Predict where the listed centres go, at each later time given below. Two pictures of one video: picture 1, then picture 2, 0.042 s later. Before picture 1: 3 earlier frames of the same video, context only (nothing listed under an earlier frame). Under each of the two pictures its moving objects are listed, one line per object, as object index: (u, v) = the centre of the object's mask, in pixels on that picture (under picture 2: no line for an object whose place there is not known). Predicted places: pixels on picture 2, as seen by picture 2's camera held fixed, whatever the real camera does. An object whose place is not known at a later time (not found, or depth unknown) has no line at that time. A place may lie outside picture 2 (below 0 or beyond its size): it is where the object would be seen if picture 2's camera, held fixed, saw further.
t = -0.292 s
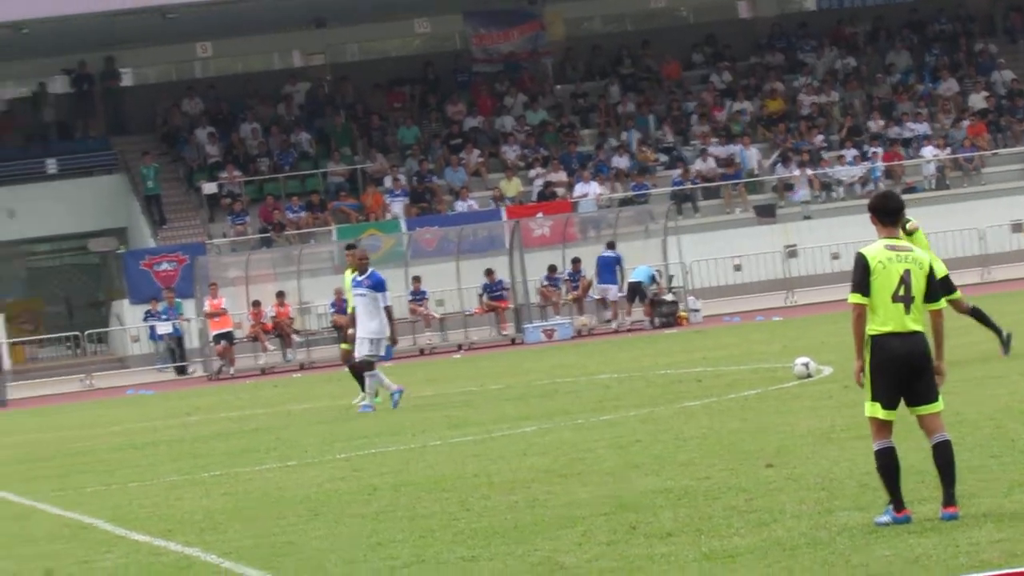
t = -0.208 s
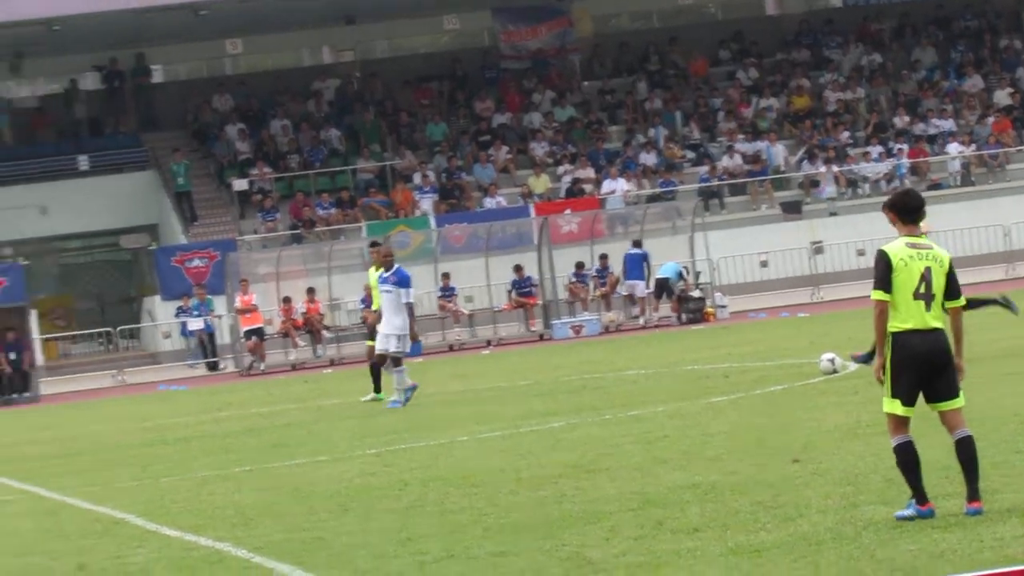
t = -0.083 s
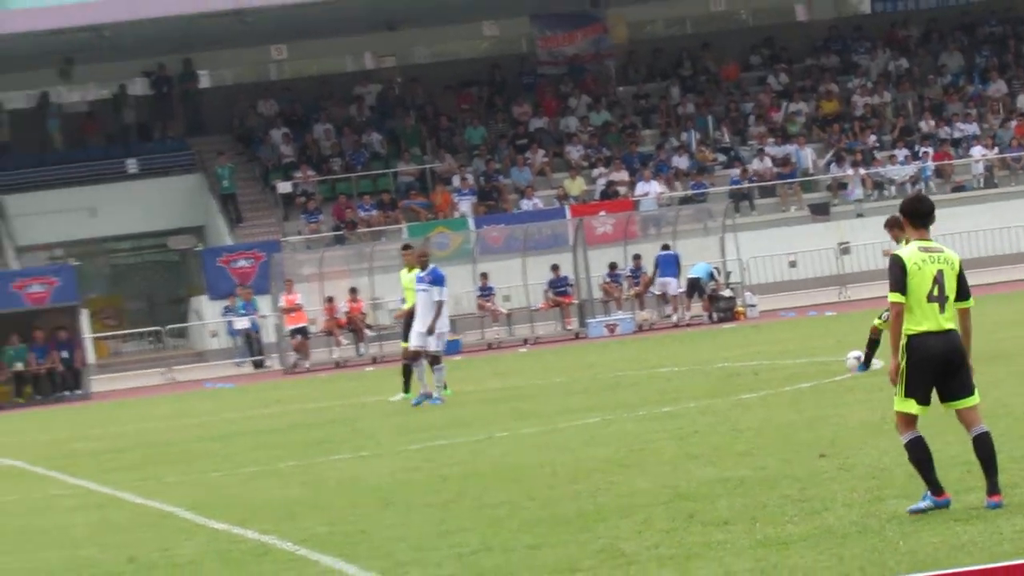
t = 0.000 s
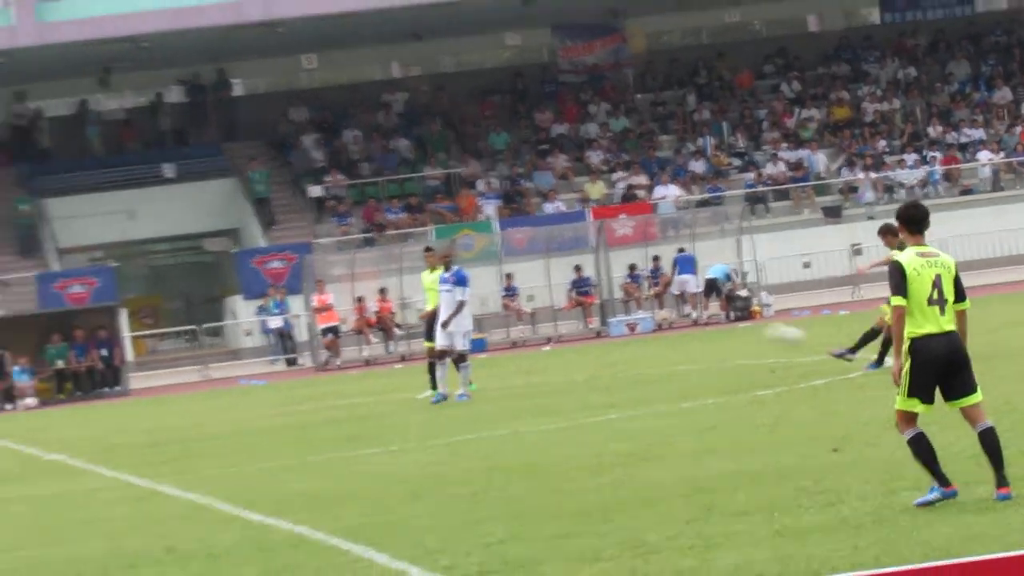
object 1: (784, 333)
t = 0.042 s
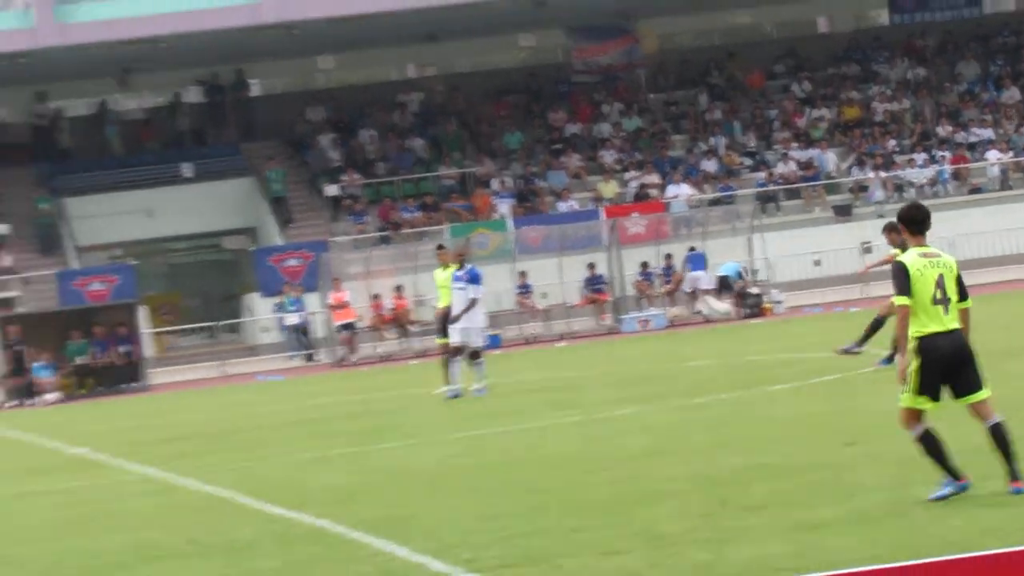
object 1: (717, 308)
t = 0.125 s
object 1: (549, 266)
